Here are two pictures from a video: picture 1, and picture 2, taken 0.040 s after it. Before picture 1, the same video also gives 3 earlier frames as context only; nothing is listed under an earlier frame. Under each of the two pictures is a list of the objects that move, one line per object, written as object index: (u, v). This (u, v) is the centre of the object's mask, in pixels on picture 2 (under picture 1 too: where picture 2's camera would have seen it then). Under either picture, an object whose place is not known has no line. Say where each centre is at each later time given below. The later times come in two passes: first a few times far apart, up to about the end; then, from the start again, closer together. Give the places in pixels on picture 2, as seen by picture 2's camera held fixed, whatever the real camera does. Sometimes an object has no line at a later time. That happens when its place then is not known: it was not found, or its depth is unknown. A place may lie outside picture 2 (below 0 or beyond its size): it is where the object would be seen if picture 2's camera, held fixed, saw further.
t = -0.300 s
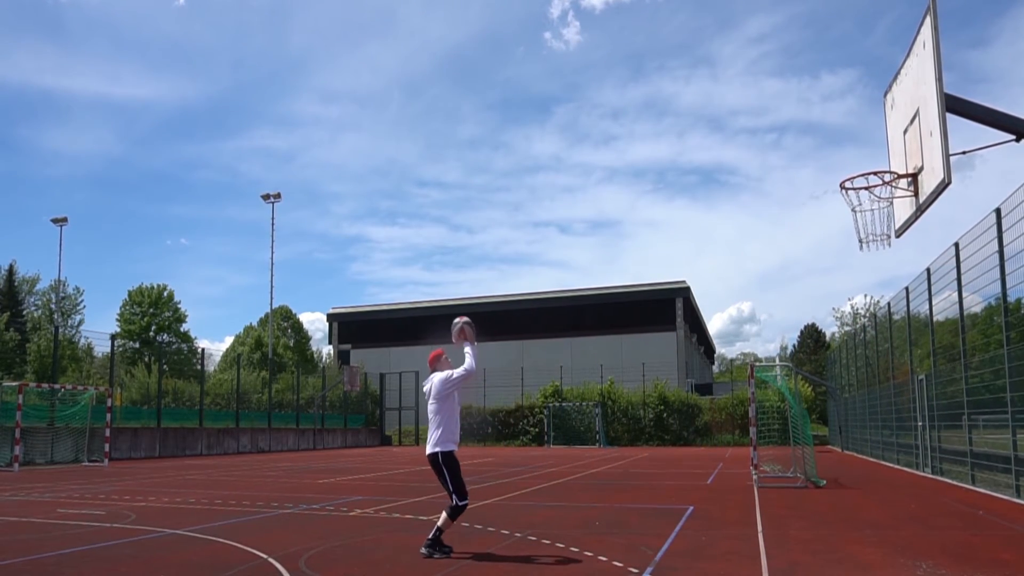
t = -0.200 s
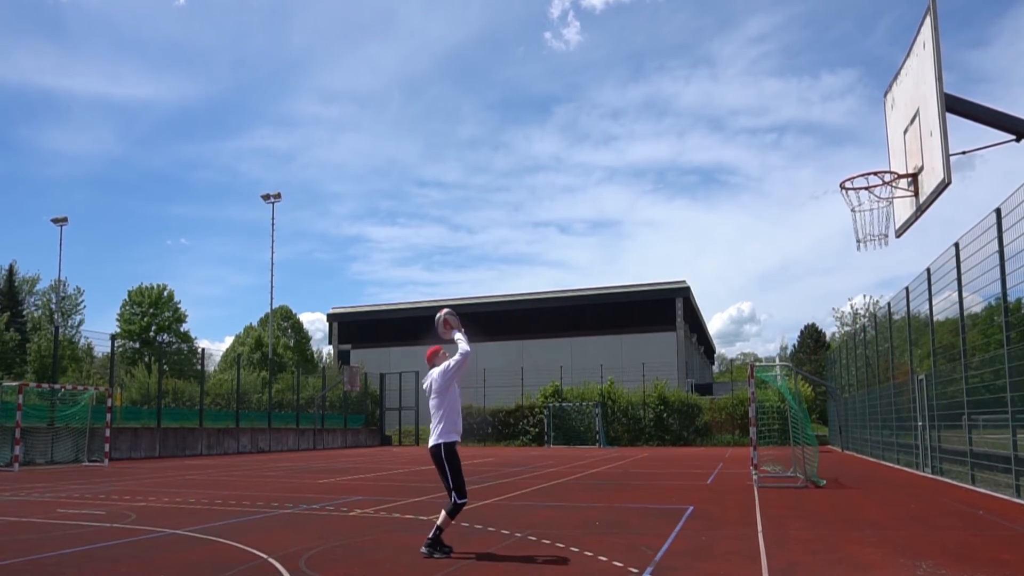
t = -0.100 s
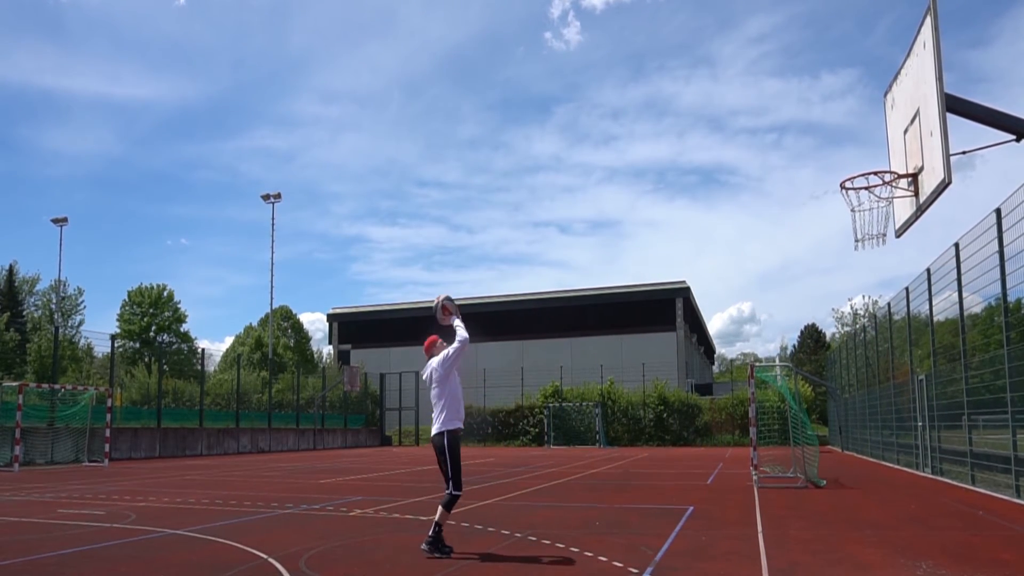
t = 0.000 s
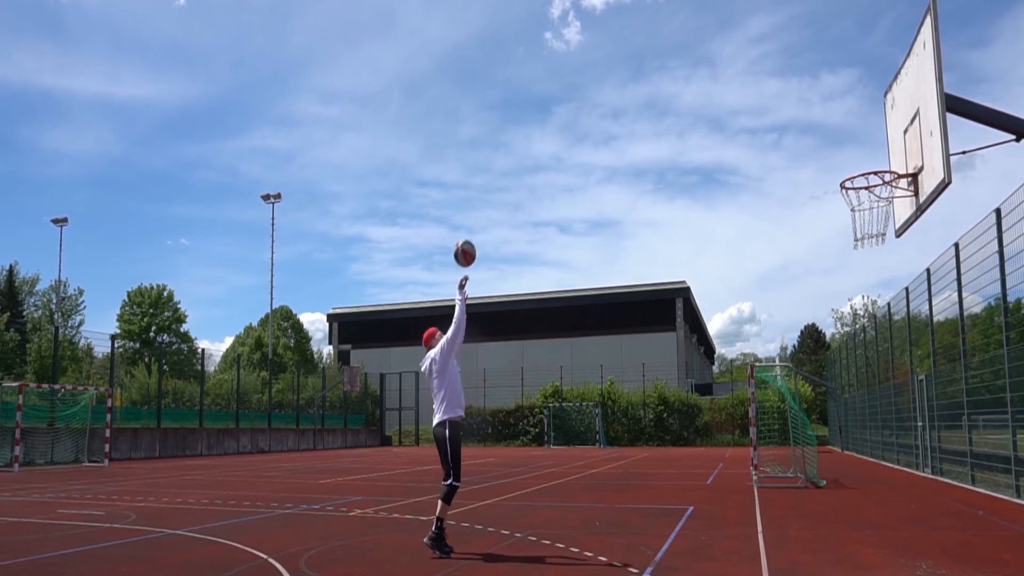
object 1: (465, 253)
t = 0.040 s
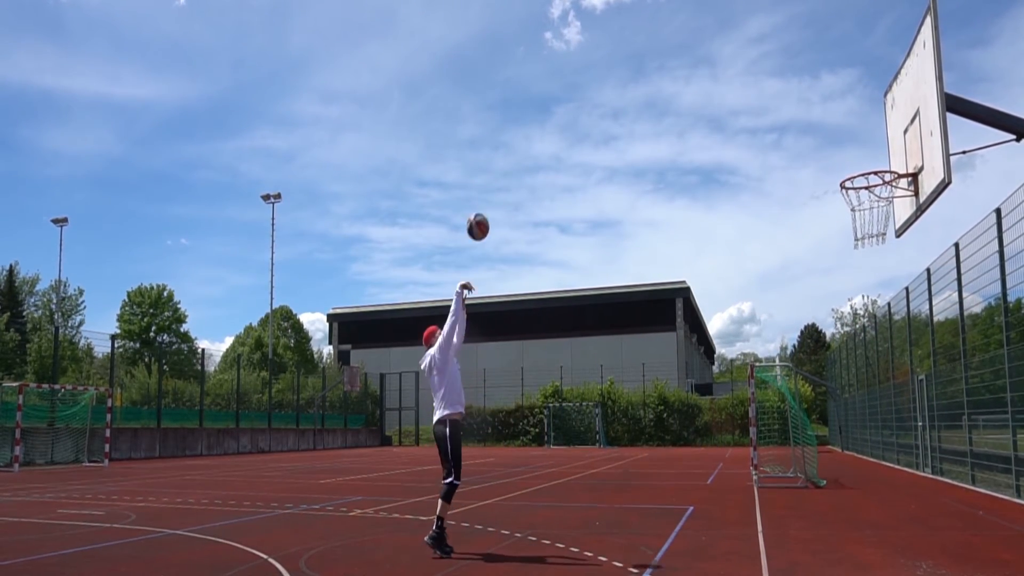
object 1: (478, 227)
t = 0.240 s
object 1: (545, 120)
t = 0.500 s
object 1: (636, 45)
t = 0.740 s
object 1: (729, 41)
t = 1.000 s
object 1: (846, 119)
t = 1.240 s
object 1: (896, 87)
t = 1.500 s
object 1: (862, 60)
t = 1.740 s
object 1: (837, 108)
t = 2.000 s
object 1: (816, 239)
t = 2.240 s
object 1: (799, 428)
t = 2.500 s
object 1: (801, 469)
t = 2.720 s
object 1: (818, 365)
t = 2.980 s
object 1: (844, 324)
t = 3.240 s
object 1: (878, 378)
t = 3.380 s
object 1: (902, 450)
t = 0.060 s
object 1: (484, 214)
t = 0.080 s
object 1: (491, 202)
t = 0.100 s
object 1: (497, 190)
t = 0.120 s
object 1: (504, 179)
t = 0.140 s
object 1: (511, 168)
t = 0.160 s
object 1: (518, 158)
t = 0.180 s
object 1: (524, 148)
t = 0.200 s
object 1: (531, 138)
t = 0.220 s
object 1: (538, 129)
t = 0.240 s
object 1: (545, 120)
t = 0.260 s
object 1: (551, 112)
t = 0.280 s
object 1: (558, 104)
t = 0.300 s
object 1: (565, 96)
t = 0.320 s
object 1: (572, 90)
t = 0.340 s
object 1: (579, 83)
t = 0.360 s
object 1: (586, 76)
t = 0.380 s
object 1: (593, 71)
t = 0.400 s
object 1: (600, 65)
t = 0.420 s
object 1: (607, 60)
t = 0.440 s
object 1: (614, 56)
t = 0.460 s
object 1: (621, 52)
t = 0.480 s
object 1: (628, 48)
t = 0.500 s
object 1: (636, 45)
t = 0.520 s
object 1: (643, 42)
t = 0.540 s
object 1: (651, 40)
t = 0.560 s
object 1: (658, 38)
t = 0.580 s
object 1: (666, 36)
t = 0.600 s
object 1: (674, 35)
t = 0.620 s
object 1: (682, 35)
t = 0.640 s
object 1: (689, 34)
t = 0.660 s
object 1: (697, 35)
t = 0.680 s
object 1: (705, 36)
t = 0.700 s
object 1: (713, 37)
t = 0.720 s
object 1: (721, 39)
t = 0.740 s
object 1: (729, 41)
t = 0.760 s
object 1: (738, 44)
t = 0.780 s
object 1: (746, 47)
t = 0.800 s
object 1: (755, 50)
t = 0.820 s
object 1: (763, 55)
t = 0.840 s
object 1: (772, 60)
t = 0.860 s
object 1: (781, 65)
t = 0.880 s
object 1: (790, 71)
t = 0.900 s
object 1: (799, 77)
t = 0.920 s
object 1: (809, 85)
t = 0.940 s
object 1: (818, 92)
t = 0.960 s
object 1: (828, 100)
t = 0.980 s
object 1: (837, 109)
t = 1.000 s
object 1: (846, 119)
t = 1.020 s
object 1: (856, 129)
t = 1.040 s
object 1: (866, 139)
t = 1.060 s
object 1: (877, 151)
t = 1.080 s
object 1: (884, 159)
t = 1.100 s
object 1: (887, 149)
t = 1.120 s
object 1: (889, 137)
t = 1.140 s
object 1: (892, 128)
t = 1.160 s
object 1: (895, 118)
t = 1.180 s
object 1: (897, 109)
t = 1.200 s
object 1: (899, 99)
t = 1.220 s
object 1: (899, 94)
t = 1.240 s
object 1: (896, 87)
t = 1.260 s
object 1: (893, 82)
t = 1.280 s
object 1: (890, 78)
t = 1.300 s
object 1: (887, 73)
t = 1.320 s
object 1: (885, 70)
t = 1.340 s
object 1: (882, 67)
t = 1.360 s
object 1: (879, 64)
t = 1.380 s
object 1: (877, 62)
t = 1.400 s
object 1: (874, 61)
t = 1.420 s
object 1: (872, 59)
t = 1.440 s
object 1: (869, 59)
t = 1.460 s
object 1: (867, 58)
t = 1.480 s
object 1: (865, 59)
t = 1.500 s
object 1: (862, 60)
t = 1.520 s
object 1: (860, 61)
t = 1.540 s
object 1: (858, 63)
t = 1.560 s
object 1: (855, 65)
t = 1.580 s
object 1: (853, 68)
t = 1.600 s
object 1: (851, 71)
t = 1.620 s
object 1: (849, 76)
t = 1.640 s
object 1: (847, 80)
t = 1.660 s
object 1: (845, 85)
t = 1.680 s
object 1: (843, 90)
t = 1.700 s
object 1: (841, 96)
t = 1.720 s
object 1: (839, 102)
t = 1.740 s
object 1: (837, 108)
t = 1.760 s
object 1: (836, 116)
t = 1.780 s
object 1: (834, 123)
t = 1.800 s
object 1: (832, 132)
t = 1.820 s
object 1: (830, 140)
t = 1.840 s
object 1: (829, 149)
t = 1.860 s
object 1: (827, 159)
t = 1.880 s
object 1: (826, 169)
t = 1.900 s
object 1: (824, 179)
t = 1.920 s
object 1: (822, 190)
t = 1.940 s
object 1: (821, 202)
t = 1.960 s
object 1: (819, 214)
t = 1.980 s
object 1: (818, 226)
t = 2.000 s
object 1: (816, 239)
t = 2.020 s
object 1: (815, 252)
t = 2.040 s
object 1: (813, 266)
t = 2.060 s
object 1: (812, 280)
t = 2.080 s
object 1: (810, 295)
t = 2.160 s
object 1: (805, 358)
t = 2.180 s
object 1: (804, 375)
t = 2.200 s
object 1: (802, 392)
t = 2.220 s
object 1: (800, 410)
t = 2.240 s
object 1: (799, 428)
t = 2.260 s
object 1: (798, 448)
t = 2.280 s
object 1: (798, 467)
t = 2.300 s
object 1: (796, 487)
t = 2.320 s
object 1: (795, 507)
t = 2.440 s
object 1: (797, 510)
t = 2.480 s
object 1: (799, 482)
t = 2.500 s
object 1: (801, 469)
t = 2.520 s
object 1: (803, 457)
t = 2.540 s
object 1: (804, 446)
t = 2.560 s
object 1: (805, 435)
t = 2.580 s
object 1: (807, 423)
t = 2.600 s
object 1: (808, 413)
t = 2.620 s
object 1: (810, 405)
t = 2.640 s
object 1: (812, 396)
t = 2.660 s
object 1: (814, 387)
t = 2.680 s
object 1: (815, 379)
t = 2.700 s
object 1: (817, 371)
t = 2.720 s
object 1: (818, 365)
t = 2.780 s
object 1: (824, 347)
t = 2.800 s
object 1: (826, 343)
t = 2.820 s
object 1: (827, 338)
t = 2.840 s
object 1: (830, 334)
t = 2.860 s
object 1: (832, 331)
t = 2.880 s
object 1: (834, 329)
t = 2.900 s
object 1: (836, 327)
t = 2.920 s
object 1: (838, 325)
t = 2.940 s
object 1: (840, 324)
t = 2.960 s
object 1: (842, 324)
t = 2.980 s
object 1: (844, 324)
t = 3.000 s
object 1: (847, 325)
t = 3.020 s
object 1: (849, 326)
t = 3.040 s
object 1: (851, 328)
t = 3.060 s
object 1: (854, 330)
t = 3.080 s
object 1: (856, 333)
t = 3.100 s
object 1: (859, 337)
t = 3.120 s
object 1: (862, 341)
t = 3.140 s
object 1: (864, 345)
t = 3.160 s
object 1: (867, 351)
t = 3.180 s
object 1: (870, 357)
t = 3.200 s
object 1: (873, 363)
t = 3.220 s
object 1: (876, 371)
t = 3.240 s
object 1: (878, 378)
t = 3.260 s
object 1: (881, 387)
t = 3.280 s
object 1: (885, 395)
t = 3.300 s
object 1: (888, 405)
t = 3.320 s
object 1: (892, 415)
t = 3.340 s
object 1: (894, 426)
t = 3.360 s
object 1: (898, 438)
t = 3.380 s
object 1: (902, 450)
